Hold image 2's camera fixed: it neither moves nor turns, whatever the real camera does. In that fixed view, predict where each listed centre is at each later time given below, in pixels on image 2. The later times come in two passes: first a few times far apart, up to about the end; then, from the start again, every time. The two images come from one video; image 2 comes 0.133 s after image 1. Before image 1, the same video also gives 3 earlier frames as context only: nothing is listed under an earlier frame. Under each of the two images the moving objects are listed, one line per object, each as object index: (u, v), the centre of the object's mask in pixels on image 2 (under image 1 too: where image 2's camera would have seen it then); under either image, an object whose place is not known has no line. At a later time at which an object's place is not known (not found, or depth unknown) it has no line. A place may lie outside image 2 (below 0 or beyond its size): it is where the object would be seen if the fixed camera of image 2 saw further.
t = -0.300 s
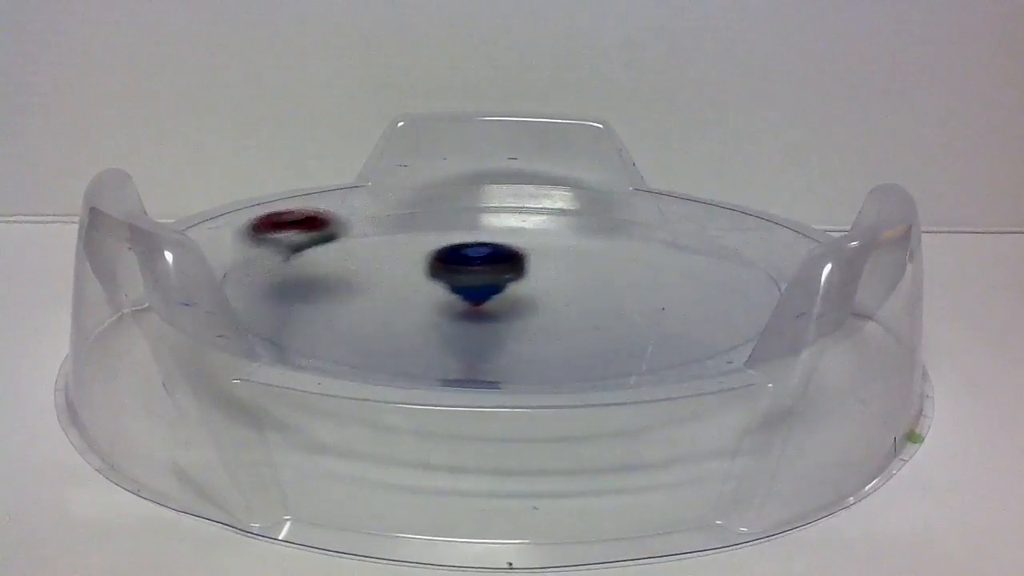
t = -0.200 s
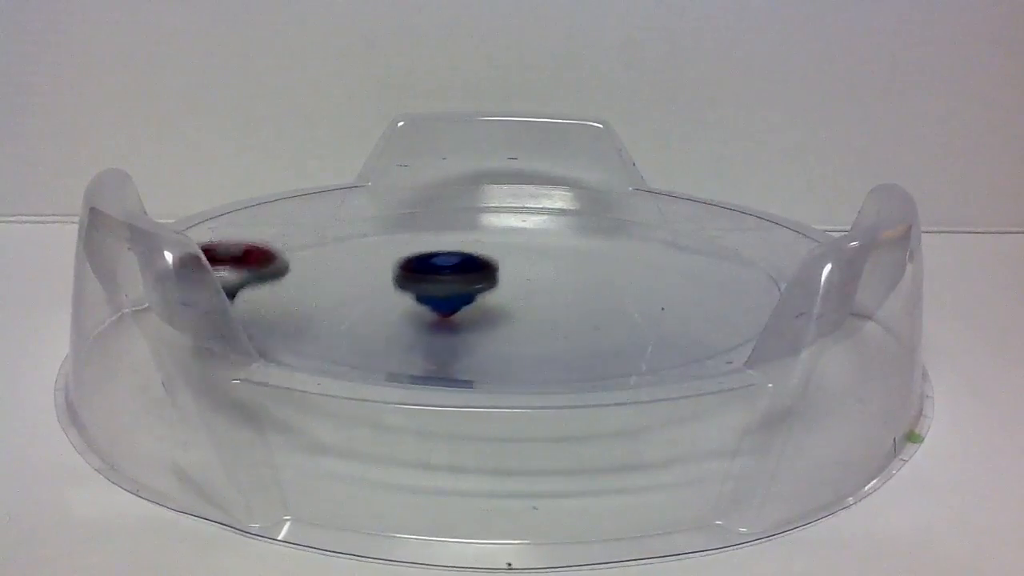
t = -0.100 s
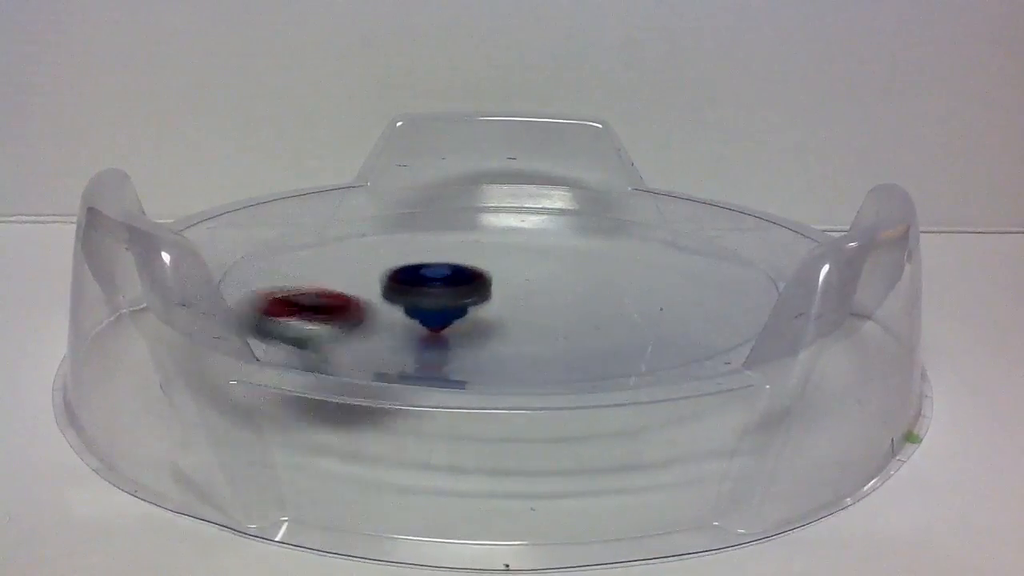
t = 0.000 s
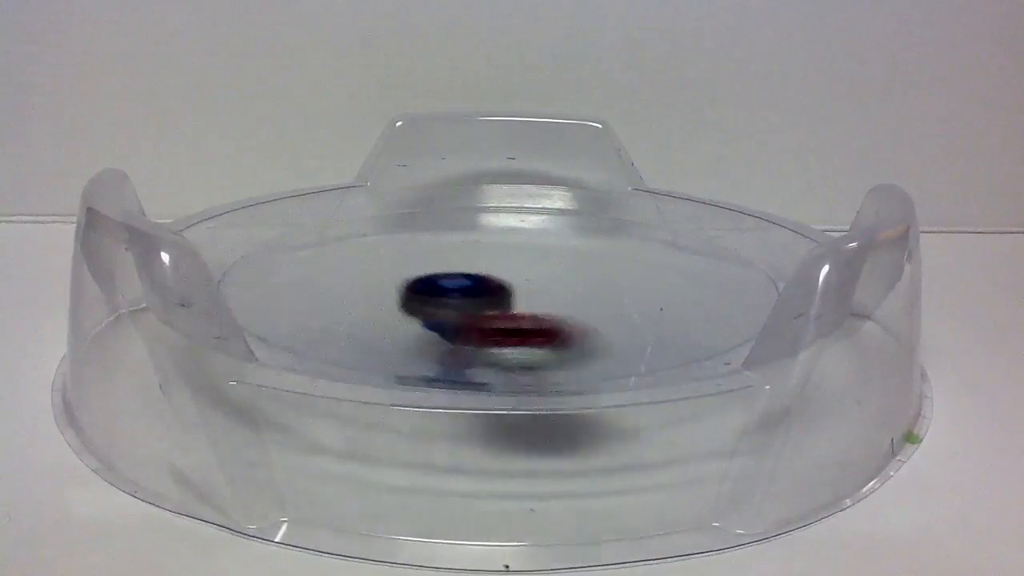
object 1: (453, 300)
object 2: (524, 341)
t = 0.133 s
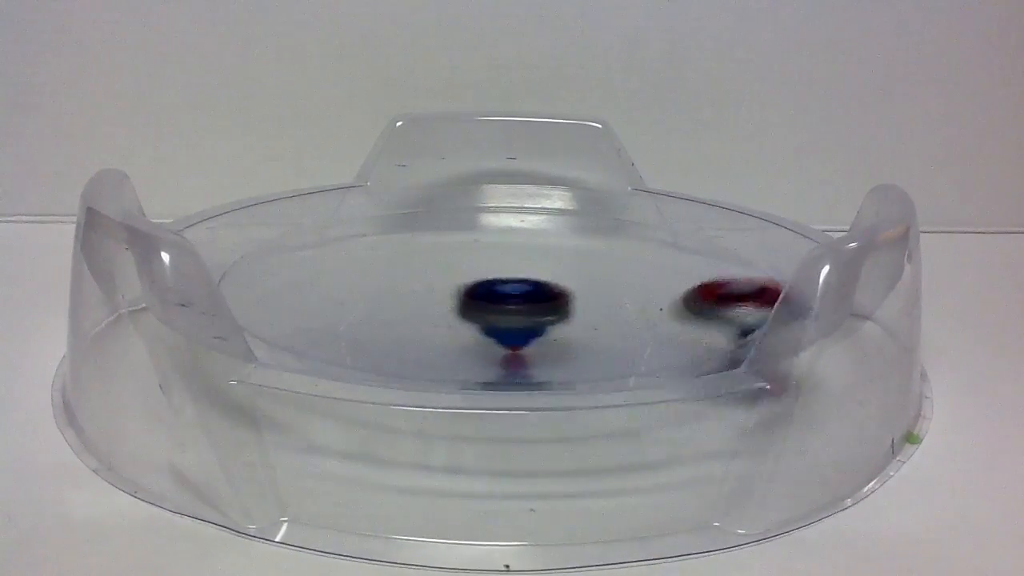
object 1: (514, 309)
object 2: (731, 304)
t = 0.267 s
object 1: (563, 299)
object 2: (732, 246)
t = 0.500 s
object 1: (533, 270)
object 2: (459, 201)
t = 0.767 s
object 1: (421, 265)
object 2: (240, 266)
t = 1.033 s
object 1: (426, 296)
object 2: (649, 332)
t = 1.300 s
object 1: (542, 290)
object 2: (660, 225)
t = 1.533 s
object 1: (532, 258)
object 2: (382, 193)
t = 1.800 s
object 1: (440, 252)
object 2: (263, 292)
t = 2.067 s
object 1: (450, 289)
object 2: (700, 309)
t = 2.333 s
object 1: (566, 286)
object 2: (620, 198)
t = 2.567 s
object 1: (574, 257)
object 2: (335, 203)
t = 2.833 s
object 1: (481, 259)
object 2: (329, 315)
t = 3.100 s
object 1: (466, 293)
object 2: (737, 282)
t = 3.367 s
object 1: (572, 299)
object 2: (581, 192)
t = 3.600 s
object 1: (578, 273)
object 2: (312, 216)
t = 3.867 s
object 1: (473, 268)
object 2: (424, 331)
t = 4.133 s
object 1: (427, 293)
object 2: (760, 263)
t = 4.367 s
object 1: (510, 305)
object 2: (590, 195)
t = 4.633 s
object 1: (547, 279)
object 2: (302, 236)
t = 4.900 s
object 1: (462, 257)
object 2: (467, 339)
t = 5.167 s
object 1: (408, 277)
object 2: (760, 259)
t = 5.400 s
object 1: (489, 297)
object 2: (576, 201)
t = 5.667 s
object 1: (563, 272)
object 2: (282, 239)
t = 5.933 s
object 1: (508, 248)
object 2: (437, 338)
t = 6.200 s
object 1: (442, 269)
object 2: (750, 269)
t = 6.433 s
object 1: (494, 297)
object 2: (572, 206)
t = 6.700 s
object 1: (590, 285)
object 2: (273, 224)
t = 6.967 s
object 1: (551, 262)
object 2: (366, 329)
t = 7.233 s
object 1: (457, 274)
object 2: (734, 284)
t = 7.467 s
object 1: (458, 300)
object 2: (606, 206)
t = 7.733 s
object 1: (550, 300)
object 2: (314, 205)
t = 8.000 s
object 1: (538, 273)
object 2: (305, 311)
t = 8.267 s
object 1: (444, 266)
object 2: (713, 300)
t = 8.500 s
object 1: (417, 286)
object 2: (663, 209)
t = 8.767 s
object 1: (509, 296)
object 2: (375, 196)
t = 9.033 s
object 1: (543, 268)
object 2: (280, 292)
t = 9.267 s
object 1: (488, 253)
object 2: (641, 327)
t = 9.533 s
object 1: (441, 273)
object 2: (720, 224)
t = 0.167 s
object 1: (529, 308)
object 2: (746, 288)
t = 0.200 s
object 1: (543, 306)
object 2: (752, 272)
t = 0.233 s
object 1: (555, 303)
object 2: (750, 259)
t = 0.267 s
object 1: (563, 299)
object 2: (732, 246)
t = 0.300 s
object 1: (567, 295)
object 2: (705, 235)
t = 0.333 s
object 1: (569, 291)
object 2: (670, 225)
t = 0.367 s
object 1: (567, 288)
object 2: (633, 217)
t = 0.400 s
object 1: (562, 284)
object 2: (594, 210)
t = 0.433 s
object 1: (554, 279)
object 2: (547, 205)
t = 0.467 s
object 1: (544, 274)
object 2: (502, 203)
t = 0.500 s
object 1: (533, 270)
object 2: (459, 201)
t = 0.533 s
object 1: (519, 267)
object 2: (415, 202)
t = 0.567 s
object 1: (505, 265)
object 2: (375, 204)
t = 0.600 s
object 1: (490, 263)
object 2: (334, 208)
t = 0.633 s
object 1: (475, 262)
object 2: (293, 213)
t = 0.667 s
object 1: (460, 262)
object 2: (262, 223)
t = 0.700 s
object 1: (445, 262)
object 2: (242, 235)
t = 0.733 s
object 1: (432, 263)
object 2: (235, 250)
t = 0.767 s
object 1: (421, 265)
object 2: (240, 266)
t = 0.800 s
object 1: (411, 268)
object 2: (252, 284)
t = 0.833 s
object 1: (404, 271)
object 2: (272, 301)
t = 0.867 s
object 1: (399, 274)
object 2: (310, 318)
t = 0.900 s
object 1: (398, 276)
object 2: (371, 330)
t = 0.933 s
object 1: (399, 281)
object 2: (442, 338)
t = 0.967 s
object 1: (405, 287)
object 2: (516, 340)
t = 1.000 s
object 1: (413, 292)
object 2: (590, 338)
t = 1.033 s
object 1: (426, 296)
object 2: (649, 332)
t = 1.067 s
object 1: (440, 299)
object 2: (690, 321)
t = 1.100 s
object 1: (457, 301)
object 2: (717, 306)
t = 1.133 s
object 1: (475, 301)
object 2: (732, 290)
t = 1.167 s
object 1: (492, 301)
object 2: (737, 275)
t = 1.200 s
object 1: (508, 300)
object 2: (731, 261)
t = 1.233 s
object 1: (522, 297)
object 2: (714, 248)
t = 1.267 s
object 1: (534, 294)
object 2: (690, 236)
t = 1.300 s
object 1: (542, 290)
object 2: (660, 225)
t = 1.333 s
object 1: (549, 288)
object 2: (623, 213)
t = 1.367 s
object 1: (552, 281)
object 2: (588, 205)
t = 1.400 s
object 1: (553, 275)
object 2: (547, 198)
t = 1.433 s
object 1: (551, 271)
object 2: (503, 193)
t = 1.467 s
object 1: (547, 266)
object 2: (460, 190)
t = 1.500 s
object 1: (540, 262)
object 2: (425, 190)
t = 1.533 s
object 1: (532, 258)
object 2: (382, 193)
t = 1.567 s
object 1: (522, 254)
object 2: (343, 199)
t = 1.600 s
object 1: (511, 251)
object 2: (307, 208)
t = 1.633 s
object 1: (499, 249)
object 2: (274, 219)
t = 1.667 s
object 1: (486, 248)
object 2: (248, 231)
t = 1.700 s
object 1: (474, 247)
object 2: (236, 245)
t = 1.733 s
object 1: (462, 248)
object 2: (237, 260)
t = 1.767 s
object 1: (451, 250)
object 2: (246, 275)
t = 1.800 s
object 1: (440, 252)
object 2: (263, 292)
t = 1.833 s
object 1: (432, 255)
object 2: (290, 309)
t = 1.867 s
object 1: (426, 259)
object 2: (343, 323)
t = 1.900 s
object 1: (423, 264)
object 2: (409, 331)
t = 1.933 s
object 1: (422, 268)
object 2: (480, 334)
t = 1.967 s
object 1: (425, 274)
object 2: (552, 336)
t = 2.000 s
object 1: (430, 280)
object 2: (614, 331)
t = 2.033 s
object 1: (439, 284)
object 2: (664, 322)
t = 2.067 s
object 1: (450, 289)
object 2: (700, 309)
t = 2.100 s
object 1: (464, 293)
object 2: (720, 293)
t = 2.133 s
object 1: (479, 293)
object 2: (730, 277)
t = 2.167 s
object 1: (495, 297)
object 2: (731, 262)
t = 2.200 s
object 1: (512, 297)
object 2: (722, 247)
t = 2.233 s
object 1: (528, 297)
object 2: (703, 233)
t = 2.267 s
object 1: (542, 292)
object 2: (682, 220)
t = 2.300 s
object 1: (555, 291)
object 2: (653, 208)
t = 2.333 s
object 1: (566, 286)
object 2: (620, 198)
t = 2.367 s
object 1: (576, 282)
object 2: (584, 192)
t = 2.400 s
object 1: (583, 278)
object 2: (540, 188)
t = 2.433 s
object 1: (586, 273)
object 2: (494, 187)
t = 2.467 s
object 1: (587, 269)
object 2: (450, 189)
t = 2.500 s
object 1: (585, 265)
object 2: (410, 191)
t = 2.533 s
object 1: (580, 261)
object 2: (370, 195)
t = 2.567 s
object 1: (574, 257)
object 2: (335, 203)
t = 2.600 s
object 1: (566, 255)
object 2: (298, 211)
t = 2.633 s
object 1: (555, 253)
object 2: (271, 221)
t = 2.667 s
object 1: (543, 252)
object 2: (250, 234)
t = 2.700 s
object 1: (530, 252)
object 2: (243, 249)
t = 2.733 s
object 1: (517, 252)
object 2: (248, 265)
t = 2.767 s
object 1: (504, 254)
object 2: (262, 281)
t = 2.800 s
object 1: (492, 256)
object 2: (286, 300)
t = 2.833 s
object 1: (481, 259)
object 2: (329, 315)
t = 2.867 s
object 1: (471, 262)
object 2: (387, 325)
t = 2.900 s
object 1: (463, 266)
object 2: (455, 335)
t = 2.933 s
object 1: (457, 271)
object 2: (524, 334)
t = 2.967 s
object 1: (454, 275)
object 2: (593, 333)
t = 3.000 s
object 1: (453, 281)
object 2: (649, 324)
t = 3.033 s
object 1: (455, 286)
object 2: (691, 312)
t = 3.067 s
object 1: (459, 289)
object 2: (720, 298)
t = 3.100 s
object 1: (466, 293)
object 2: (737, 282)
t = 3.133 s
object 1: (476, 297)
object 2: (748, 265)
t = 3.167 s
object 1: (487, 299)
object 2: (750, 250)
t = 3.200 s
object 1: (501, 302)
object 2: (743, 235)
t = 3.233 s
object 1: (516, 303)
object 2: (720, 223)
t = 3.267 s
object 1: (531, 303)
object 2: (692, 213)
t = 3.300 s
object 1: (546, 302)
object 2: (658, 205)
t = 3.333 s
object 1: (560, 302)
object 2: (617, 197)
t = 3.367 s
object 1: (572, 299)
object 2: (581, 192)
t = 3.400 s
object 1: (582, 295)
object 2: (537, 188)
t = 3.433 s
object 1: (590, 292)
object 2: (492, 188)
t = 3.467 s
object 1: (594, 288)
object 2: (451, 189)
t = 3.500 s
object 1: (594, 284)
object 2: (413, 192)
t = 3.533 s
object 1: (592, 280)
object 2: (378, 198)
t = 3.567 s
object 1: (586, 281)
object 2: (344, 205)
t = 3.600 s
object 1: (578, 273)
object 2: (312, 216)
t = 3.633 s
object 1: (569, 271)
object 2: (288, 229)
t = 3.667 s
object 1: (557, 269)
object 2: (272, 243)
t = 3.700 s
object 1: (543, 267)
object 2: (265, 259)
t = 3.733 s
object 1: (530, 266)
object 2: (270, 275)
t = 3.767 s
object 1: (516, 266)
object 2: (288, 292)
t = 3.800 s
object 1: (501, 266)
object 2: (321, 309)
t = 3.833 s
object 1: (487, 267)
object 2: (363, 321)
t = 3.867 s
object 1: (473, 268)
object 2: (424, 331)
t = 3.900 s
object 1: (460, 270)
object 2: (486, 335)
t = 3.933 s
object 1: (449, 276)
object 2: (558, 336)
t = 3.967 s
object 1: (440, 277)
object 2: (621, 331)
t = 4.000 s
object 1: (433, 280)
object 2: (674, 323)
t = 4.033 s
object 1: (428, 282)
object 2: (716, 309)
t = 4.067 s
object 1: (425, 286)
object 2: (739, 293)
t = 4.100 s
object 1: (424, 290)
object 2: (753, 278)
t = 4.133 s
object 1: (427, 293)
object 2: (760, 263)
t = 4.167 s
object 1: (433, 298)
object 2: (761, 251)
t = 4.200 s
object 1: (442, 300)
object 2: (748, 238)
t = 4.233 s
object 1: (453, 302)
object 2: (725, 226)
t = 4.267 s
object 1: (466, 304)
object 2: (696, 216)
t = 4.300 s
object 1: (480, 306)
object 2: (663, 207)
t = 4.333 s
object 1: (495, 306)
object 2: (626, 200)
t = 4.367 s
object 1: (510, 305)
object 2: (590, 195)
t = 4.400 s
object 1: (522, 304)
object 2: (550, 193)
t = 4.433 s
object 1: (534, 301)
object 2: (506, 192)
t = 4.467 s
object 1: (543, 298)
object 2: (466, 194)
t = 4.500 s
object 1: (549, 295)
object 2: (430, 199)
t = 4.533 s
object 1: (552, 290)
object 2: (393, 206)
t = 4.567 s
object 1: (553, 286)
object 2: (359, 213)
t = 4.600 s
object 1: (551, 282)
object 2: (328, 224)
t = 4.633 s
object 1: (547, 279)
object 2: (302, 236)
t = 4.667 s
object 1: (540, 274)
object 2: (284, 248)
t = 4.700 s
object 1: (532, 270)
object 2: (274, 263)
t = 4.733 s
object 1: (523, 267)
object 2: (275, 278)
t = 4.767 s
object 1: (512, 264)
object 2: (289, 295)
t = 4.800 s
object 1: (500, 261)
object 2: (314, 310)
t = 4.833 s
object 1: (488, 260)
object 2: (355, 322)
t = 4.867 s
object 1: (475, 258)
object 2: (404, 331)
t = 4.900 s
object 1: (462, 257)
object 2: (467, 339)
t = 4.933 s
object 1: (449, 257)
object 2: (533, 339)
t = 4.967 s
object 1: (438, 258)
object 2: (603, 337)
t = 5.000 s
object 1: (427, 260)
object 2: (659, 329)
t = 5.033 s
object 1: (418, 262)
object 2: (705, 319)
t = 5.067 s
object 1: (412, 265)
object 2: (731, 303)
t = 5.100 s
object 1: (407, 269)
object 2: (746, 288)
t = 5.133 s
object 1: (406, 273)
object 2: (756, 273)
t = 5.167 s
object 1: (408, 277)
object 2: (760, 259)
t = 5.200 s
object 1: (412, 282)
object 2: (756, 247)
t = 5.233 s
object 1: (420, 286)
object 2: (740, 235)
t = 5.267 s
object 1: (431, 291)
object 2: (713, 225)
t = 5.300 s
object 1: (444, 293)
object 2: (684, 217)
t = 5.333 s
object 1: (458, 295)
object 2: (650, 209)
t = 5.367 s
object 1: (473, 296)
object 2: (614, 204)
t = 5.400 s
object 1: (489, 297)
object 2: (576, 201)
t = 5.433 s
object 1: (504, 296)
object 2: (532, 200)
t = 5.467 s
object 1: (519, 295)
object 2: (489, 201)
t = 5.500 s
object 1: (532, 292)
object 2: (450, 202)
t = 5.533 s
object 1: (542, 289)
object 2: (411, 208)
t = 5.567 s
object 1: (551, 285)
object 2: (375, 213)
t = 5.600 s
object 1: (558, 281)
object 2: (339, 221)
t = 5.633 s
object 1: (561, 277)
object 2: (308, 229)
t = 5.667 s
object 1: (563, 272)
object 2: (282, 239)
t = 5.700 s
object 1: (563, 269)
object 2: (263, 251)
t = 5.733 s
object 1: (560, 264)
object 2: (255, 264)
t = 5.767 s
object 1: (555, 260)
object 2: (256, 277)
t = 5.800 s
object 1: (549, 257)
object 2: (265, 291)
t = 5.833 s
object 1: (540, 253)
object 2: (283, 306)
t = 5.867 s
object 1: (530, 251)
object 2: (314, 318)
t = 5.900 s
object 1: (519, 249)
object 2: (369, 329)
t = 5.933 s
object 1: (508, 248)
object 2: (437, 338)
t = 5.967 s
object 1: (496, 248)
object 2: (504, 340)
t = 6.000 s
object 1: (485, 248)
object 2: (577, 338)
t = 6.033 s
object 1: (474, 250)
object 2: (639, 333)
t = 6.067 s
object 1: (464, 253)
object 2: (688, 324)
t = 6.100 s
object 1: (456, 256)
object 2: (719, 310)
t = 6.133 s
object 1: (449, 260)
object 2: (737, 296)
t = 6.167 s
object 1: (444, 264)
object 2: (747, 281)
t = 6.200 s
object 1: (442, 269)
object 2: (750, 269)
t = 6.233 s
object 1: (442, 274)
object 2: (746, 256)
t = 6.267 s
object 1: (445, 279)
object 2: (731, 246)
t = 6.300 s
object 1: (451, 283)
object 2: (706, 235)
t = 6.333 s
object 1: (458, 287)
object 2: (677, 226)
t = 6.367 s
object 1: (469, 291)
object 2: (644, 218)
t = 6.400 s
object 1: (481, 296)
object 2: (607, 211)
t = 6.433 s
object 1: (494, 297)
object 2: (572, 206)
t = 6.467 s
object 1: (508, 298)
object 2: (531, 204)
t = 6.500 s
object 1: (523, 298)
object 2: (489, 201)
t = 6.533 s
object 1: (537, 297)
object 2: (448, 201)
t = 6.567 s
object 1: (551, 296)
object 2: (411, 203)
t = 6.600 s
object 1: (563, 294)
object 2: (376, 205)
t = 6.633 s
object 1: (574, 292)
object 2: (339, 209)
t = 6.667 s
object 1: (583, 288)
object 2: (304, 216)
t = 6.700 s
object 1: (590, 285)
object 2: (273, 224)
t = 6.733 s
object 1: (593, 281)
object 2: (247, 233)
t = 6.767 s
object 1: (594, 279)
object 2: (236, 245)
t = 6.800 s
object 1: (592, 274)
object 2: (236, 259)
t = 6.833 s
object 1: (588, 270)
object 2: (244, 273)
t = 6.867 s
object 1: (581, 267)
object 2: (258, 290)
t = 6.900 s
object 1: (573, 265)
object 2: (279, 305)
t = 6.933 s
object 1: (562, 263)
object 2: (315, 319)
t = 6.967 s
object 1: (551, 262)
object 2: (366, 329)
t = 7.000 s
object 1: (538, 261)
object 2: (426, 337)
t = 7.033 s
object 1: (525, 261)
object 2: (498, 341)
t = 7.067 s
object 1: (512, 262)
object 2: (569, 338)
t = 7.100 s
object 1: (499, 264)
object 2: (627, 333)
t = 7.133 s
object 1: (487, 266)
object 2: (670, 325)
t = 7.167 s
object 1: (475, 268)
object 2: (703, 313)
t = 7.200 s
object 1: (465, 271)
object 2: (723, 298)
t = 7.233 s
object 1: (457, 274)
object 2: (734, 284)
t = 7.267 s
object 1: (450, 278)
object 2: (737, 271)
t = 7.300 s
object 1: (446, 281)
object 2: (731, 258)
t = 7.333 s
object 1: (443, 285)
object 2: (715, 246)
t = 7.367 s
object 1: (444, 289)
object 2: (694, 234)
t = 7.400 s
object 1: (446, 292)
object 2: (669, 223)
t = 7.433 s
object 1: (451, 296)
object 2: (639, 214)
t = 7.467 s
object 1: (458, 300)
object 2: (606, 206)
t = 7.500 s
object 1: (468, 302)
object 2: (571, 199)
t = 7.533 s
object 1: (478, 304)
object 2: (532, 194)
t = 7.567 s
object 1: (490, 305)
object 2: (494, 191)
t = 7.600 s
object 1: (504, 306)
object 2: (457, 189)
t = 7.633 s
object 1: (517, 305)
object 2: (421, 190)
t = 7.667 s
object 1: (530, 305)
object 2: (384, 193)
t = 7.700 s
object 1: (541, 303)
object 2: (348, 199)
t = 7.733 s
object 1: (550, 300)
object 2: (314, 205)
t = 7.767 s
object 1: (558, 297)
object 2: (283, 215)
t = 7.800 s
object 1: (562, 294)
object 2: (258, 225)
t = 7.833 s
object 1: (564, 290)
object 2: (242, 237)
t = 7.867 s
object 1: (563, 287)
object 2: (238, 250)
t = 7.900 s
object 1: (559, 283)
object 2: (243, 264)
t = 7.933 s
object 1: (554, 280)
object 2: (253, 280)
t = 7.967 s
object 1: (546, 276)
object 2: (271, 295)
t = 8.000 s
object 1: (538, 273)
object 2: (305, 311)
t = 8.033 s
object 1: (528, 271)
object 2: (352, 323)
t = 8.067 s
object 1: (517, 268)
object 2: (406, 331)
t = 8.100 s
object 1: (505, 267)
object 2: (474, 339)
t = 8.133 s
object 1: (492, 266)
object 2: (531, 336)
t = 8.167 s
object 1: (479, 265)
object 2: (596, 333)
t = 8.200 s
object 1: (467, 265)
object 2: (649, 325)
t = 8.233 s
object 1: (455, 265)
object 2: (687, 314)
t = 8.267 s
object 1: (444, 266)
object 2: (713, 300)
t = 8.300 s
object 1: (435, 267)
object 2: (728, 285)
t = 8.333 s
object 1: (427, 269)
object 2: (736, 271)
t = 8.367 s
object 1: (420, 272)
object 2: (736, 257)
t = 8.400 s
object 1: (416, 275)
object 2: (726, 244)
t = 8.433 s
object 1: (413, 278)
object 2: (711, 232)
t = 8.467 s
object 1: (414, 281)
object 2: (690, 220)
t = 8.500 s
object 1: (417, 286)
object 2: (663, 209)
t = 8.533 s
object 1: (424, 288)
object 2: (635, 201)
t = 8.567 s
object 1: (432, 291)
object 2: (601, 195)
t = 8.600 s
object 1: (442, 294)
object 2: (565, 190)
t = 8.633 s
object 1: (455, 296)
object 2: (525, 188)
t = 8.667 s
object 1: (469, 297)
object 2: (485, 187)
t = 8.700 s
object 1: (483, 298)
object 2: (447, 189)
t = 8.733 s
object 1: (496, 297)
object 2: (409, 192)
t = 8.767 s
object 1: (509, 296)
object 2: (375, 196)
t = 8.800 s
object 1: (520, 294)
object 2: (343, 203)
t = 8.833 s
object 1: (529, 291)
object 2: (313, 211)
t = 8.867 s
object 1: (536, 288)
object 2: (287, 221)
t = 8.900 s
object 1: (541, 284)
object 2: (268, 233)
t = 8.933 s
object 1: (545, 280)
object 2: (257, 247)
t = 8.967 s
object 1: (546, 276)
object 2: (256, 261)
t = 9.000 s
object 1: (545, 272)
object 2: (265, 276)
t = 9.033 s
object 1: (543, 268)
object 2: (280, 292)
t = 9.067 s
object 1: (538, 265)
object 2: (310, 308)
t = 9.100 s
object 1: (532, 261)
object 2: (353, 320)
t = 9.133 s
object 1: (525, 259)
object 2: (403, 329)
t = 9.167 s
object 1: (517, 256)
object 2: (463, 335)
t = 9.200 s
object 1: (507, 255)
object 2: (526, 335)
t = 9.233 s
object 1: (498, 253)
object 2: (592, 333)
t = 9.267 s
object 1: (488, 253)
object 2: (641, 327)
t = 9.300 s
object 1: (478, 253)
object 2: (685, 317)
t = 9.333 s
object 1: (469, 254)
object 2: (718, 304)
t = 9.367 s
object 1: (460, 256)
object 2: (737, 288)
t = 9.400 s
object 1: (452, 258)
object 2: (748, 273)
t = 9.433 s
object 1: (446, 261)
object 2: (755, 260)
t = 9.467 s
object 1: (442, 265)
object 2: (756, 247)
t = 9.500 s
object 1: (440, 269)
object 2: (744, 234)
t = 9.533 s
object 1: (441, 273)
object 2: (720, 224)
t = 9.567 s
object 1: (445, 277)
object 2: (695, 215)
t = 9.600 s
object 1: (450, 281)
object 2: (663, 206)
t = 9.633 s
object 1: (458, 285)
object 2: (631, 199)
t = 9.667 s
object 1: (467, 288)
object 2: (598, 195)
